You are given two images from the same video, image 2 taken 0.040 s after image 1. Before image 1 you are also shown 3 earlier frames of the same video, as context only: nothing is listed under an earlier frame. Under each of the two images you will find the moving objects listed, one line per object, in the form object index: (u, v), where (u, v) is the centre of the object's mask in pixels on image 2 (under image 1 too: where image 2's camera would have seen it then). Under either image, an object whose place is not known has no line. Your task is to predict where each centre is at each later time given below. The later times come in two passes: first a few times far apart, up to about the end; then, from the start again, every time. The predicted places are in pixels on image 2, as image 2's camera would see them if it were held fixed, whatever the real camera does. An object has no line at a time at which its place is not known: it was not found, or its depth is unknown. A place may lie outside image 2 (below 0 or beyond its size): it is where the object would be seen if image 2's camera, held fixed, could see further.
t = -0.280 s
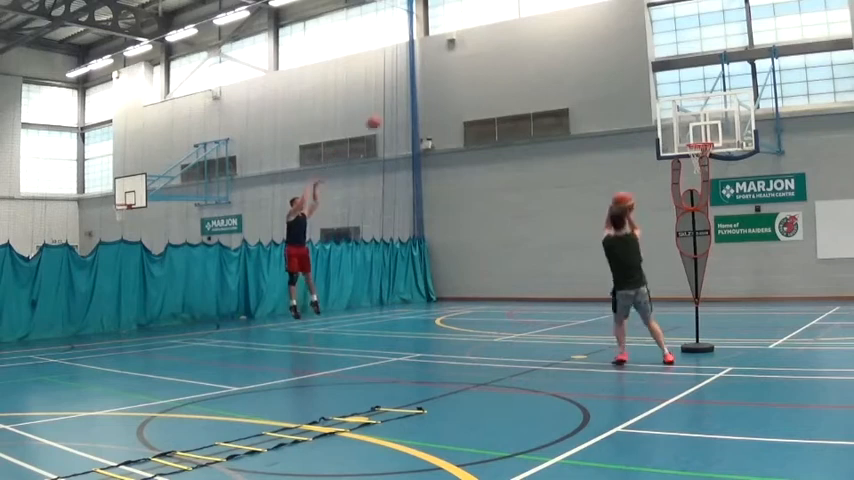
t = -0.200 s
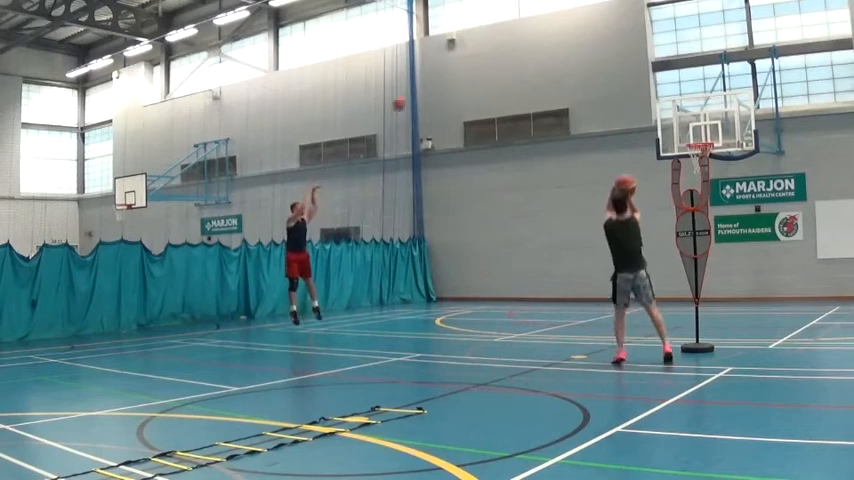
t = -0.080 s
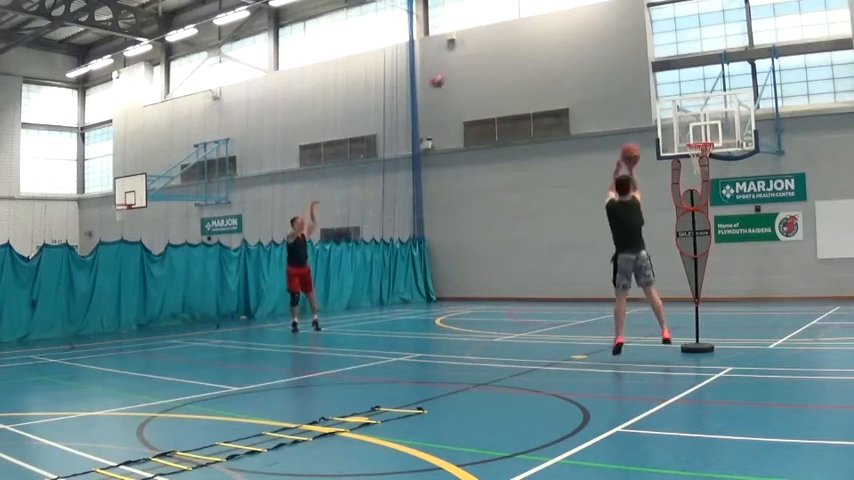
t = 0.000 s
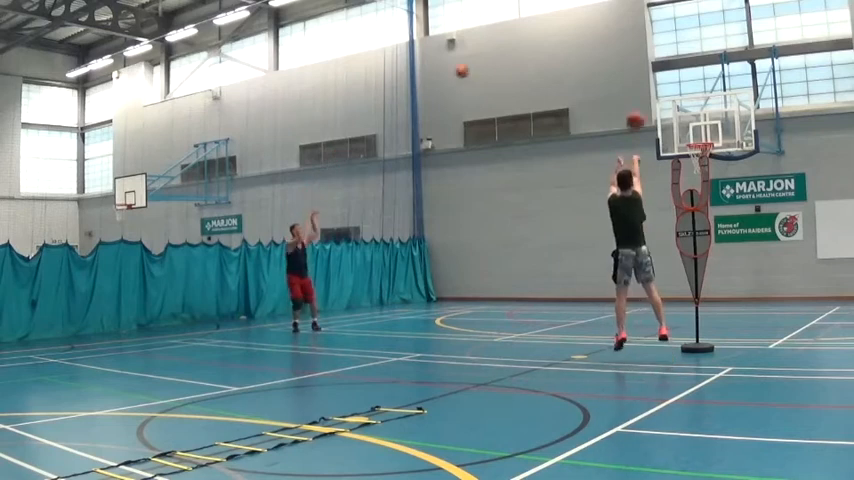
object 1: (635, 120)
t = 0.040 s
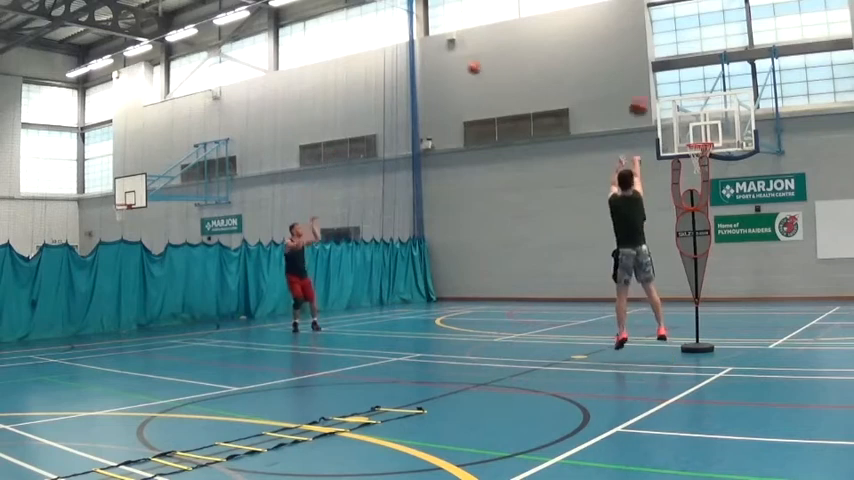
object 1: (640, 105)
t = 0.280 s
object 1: (652, 55)
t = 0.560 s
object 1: (668, 52)
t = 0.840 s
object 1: (683, 95)
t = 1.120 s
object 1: (706, 153)
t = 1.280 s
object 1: (720, 163)
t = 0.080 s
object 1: (641, 93)
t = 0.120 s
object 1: (643, 83)
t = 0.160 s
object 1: (646, 73)
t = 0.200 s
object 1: (648, 66)
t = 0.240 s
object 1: (650, 60)
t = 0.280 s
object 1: (652, 55)
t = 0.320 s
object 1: (654, 52)
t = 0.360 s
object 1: (657, 49)
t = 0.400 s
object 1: (659, 48)
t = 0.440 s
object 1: (661, 48)
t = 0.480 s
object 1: (663, 49)
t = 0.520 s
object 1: (666, 51)
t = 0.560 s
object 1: (668, 52)
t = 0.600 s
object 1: (670, 56)
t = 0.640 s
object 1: (673, 59)
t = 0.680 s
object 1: (675, 66)
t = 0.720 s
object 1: (676, 72)
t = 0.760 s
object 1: (679, 80)
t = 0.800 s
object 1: (681, 88)
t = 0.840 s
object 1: (683, 95)
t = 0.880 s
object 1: (686, 105)
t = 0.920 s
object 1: (688, 115)
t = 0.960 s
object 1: (691, 126)
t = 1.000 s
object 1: (692, 135)
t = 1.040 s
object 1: (697, 149)
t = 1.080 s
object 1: (699, 152)
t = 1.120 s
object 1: (706, 153)
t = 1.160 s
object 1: (710, 158)
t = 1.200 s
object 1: (713, 159)
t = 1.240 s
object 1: (717, 161)
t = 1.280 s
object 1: (720, 163)
